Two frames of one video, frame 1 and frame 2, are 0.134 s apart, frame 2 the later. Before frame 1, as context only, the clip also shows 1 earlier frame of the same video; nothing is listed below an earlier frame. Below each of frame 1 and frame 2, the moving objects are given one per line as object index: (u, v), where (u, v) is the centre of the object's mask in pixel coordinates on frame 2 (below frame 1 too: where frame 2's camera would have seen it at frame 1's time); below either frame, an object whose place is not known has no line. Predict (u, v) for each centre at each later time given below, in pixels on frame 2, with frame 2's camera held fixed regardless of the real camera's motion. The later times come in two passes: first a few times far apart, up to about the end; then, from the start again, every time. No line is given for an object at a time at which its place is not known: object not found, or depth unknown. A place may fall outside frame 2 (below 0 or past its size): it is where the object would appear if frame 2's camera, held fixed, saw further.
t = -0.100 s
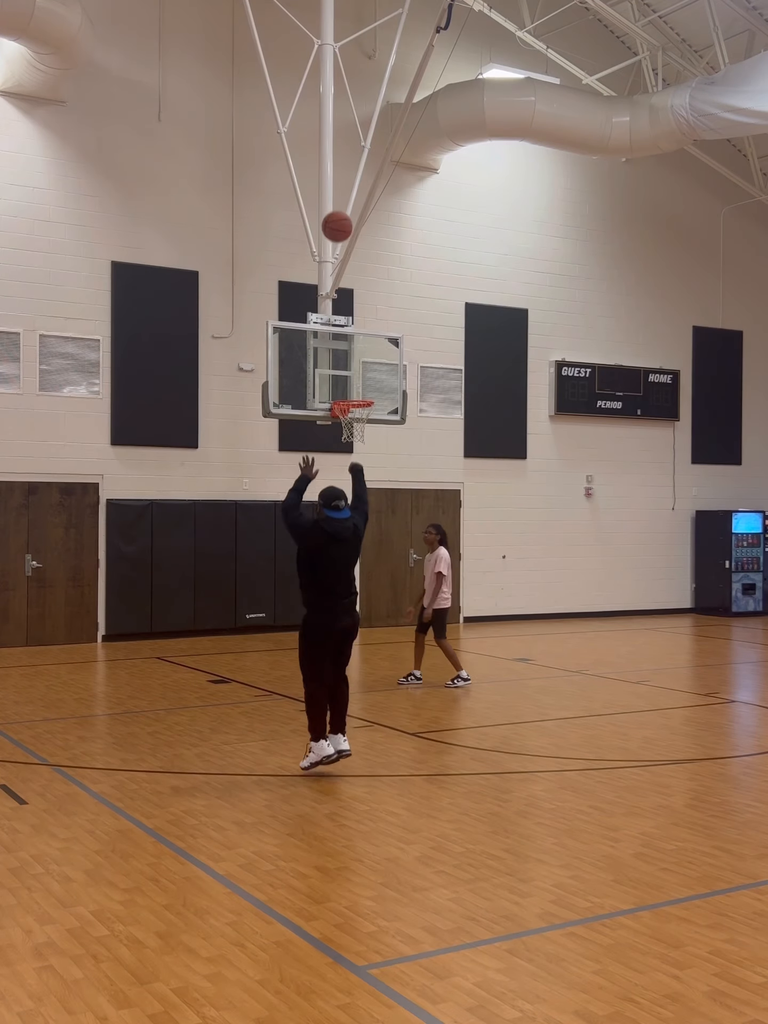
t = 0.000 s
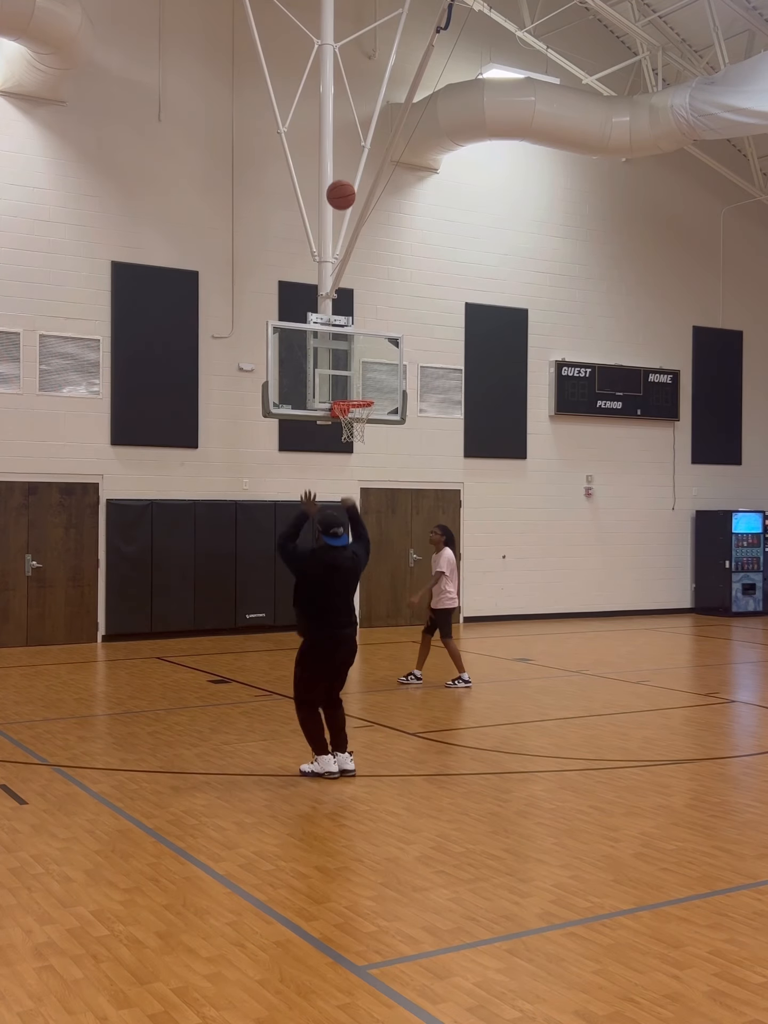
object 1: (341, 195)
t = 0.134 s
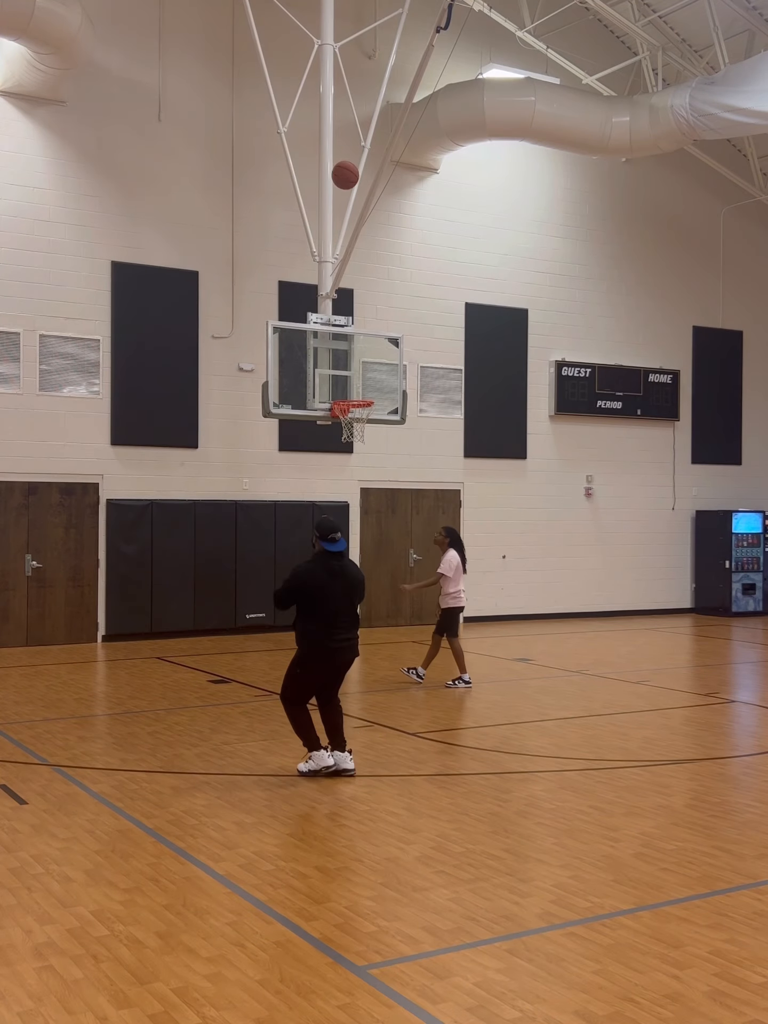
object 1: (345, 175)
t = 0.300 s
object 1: (349, 180)
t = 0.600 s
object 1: (356, 250)
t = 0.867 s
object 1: (359, 362)
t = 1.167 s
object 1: (349, 413)
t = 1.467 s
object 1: (336, 470)
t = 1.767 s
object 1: (326, 596)
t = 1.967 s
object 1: (325, 615)
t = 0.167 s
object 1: (346, 174)
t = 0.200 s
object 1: (347, 174)
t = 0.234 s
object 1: (348, 175)
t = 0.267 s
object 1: (349, 177)
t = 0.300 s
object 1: (349, 180)
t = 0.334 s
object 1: (350, 184)
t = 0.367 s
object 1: (351, 189)
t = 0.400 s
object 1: (352, 195)
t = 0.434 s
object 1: (352, 202)
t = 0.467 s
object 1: (353, 210)
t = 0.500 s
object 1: (354, 219)
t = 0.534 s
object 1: (355, 228)
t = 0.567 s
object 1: (355, 239)
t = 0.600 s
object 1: (356, 250)
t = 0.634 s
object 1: (356, 262)
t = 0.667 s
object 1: (357, 274)
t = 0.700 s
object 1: (357, 288)
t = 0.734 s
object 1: (358, 301)
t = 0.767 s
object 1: (358, 316)
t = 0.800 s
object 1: (359, 331)
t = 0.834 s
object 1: (359, 346)
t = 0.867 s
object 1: (359, 362)
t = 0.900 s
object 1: (360, 379)
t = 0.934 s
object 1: (360, 394)
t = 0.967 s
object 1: (354, 399)
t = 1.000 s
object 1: (344, 397)
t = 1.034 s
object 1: (354, 403)
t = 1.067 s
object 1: (363, 404)
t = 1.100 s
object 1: (361, 407)
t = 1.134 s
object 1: (353, 410)
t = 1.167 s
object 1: (349, 413)
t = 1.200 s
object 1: (346, 419)
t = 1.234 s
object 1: (344, 424)
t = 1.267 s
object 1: (343, 428)
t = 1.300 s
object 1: (340, 437)
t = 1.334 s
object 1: (340, 440)
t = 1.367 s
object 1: (340, 445)
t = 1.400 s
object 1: (338, 452)
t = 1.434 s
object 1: (337, 461)
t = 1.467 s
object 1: (336, 470)
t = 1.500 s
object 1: (335, 481)
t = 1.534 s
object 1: (334, 492)
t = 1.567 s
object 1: (333, 504)
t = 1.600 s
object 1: (332, 517)
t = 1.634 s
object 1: (331, 531)
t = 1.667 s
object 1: (330, 546)
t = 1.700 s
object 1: (328, 561)
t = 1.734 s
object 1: (327, 578)
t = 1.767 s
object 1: (326, 596)
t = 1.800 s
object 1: (324, 615)
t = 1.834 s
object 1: (323, 634)
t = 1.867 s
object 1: (321, 655)
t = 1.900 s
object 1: (322, 643)
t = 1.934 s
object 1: (324, 628)
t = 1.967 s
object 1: (325, 615)
